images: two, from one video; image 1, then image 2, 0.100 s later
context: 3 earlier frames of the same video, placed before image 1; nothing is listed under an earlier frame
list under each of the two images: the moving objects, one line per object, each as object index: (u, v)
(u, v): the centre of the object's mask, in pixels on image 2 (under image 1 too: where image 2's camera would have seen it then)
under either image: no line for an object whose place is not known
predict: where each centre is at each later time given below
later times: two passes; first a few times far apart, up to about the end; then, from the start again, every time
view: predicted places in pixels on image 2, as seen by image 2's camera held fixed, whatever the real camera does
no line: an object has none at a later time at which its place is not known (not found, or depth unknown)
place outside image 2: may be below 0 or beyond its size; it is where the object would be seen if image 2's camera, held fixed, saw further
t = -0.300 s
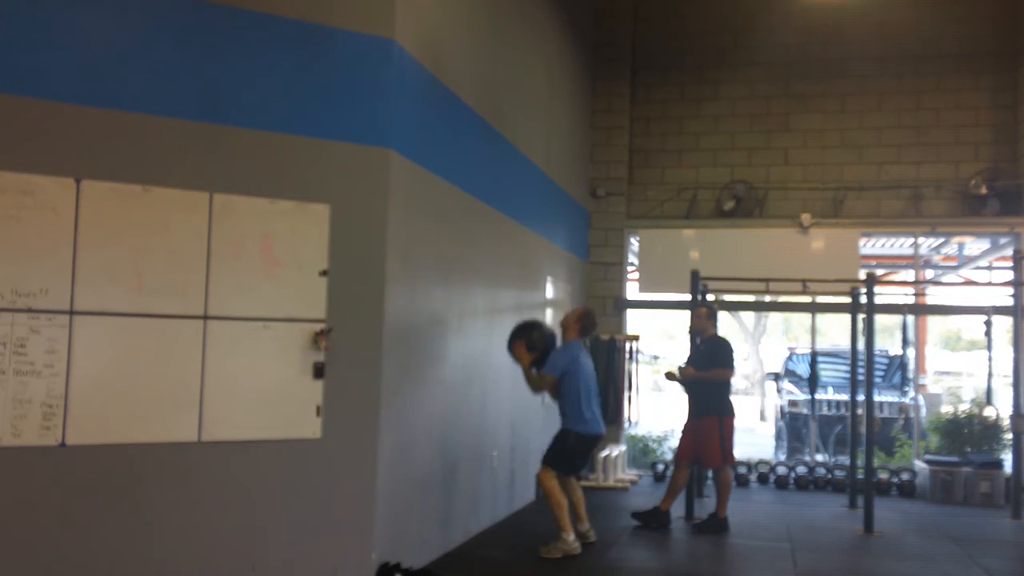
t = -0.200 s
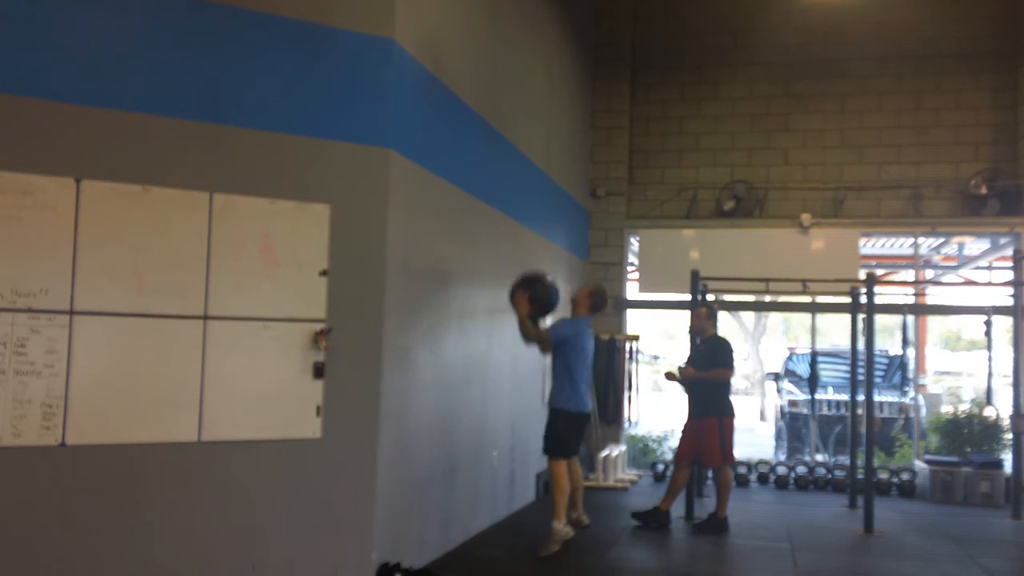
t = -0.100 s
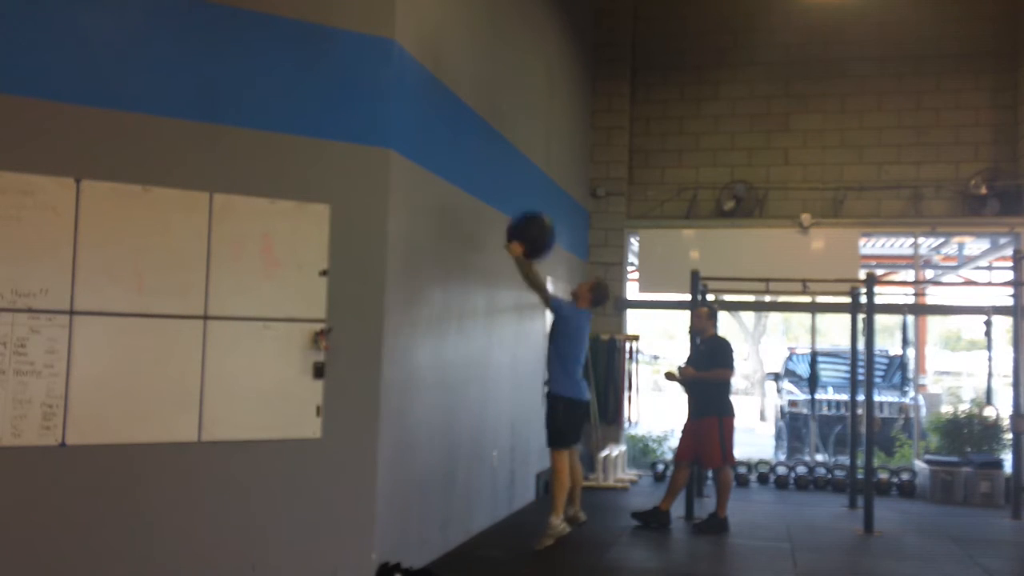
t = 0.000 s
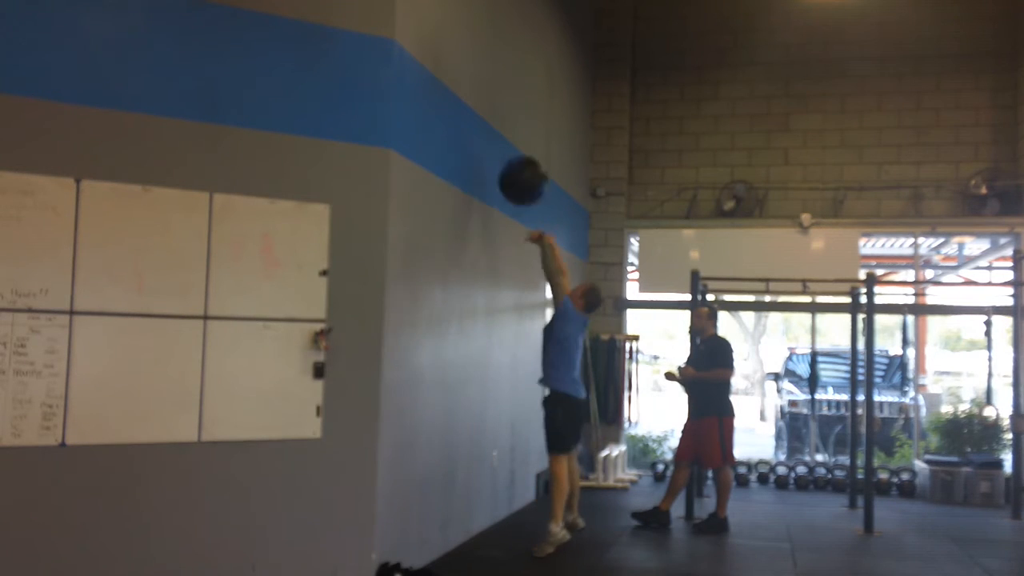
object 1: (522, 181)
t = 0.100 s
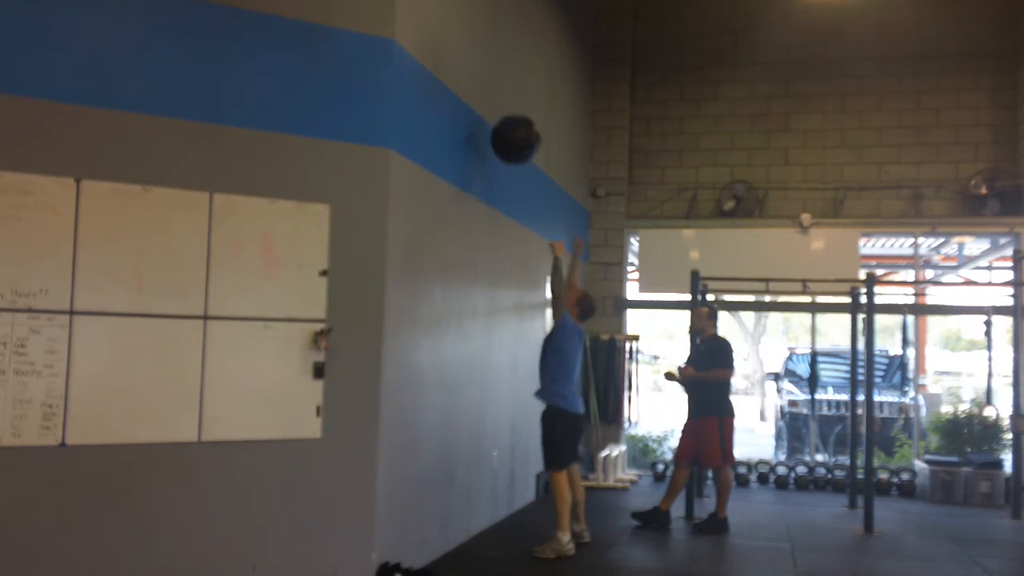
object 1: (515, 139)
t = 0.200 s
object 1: (506, 111)
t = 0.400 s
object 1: (501, 99)
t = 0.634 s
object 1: (512, 158)
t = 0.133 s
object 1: (512, 128)
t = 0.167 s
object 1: (509, 118)
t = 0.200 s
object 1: (506, 111)
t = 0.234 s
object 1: (502, 104)
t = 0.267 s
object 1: (500, 99)
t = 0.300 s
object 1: (499, 96)
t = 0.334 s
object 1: (499, 96)
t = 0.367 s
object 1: (500, 96)
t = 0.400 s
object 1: (501, 99)
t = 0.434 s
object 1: (503, 102)
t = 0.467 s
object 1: (506, 108)
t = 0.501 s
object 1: (507, 115)
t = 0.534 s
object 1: (508, 123)
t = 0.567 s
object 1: (509, 133)
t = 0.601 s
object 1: (511, 145)
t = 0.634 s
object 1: (512, 158)
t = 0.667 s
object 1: (513, 173)
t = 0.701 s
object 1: (514, 190)
